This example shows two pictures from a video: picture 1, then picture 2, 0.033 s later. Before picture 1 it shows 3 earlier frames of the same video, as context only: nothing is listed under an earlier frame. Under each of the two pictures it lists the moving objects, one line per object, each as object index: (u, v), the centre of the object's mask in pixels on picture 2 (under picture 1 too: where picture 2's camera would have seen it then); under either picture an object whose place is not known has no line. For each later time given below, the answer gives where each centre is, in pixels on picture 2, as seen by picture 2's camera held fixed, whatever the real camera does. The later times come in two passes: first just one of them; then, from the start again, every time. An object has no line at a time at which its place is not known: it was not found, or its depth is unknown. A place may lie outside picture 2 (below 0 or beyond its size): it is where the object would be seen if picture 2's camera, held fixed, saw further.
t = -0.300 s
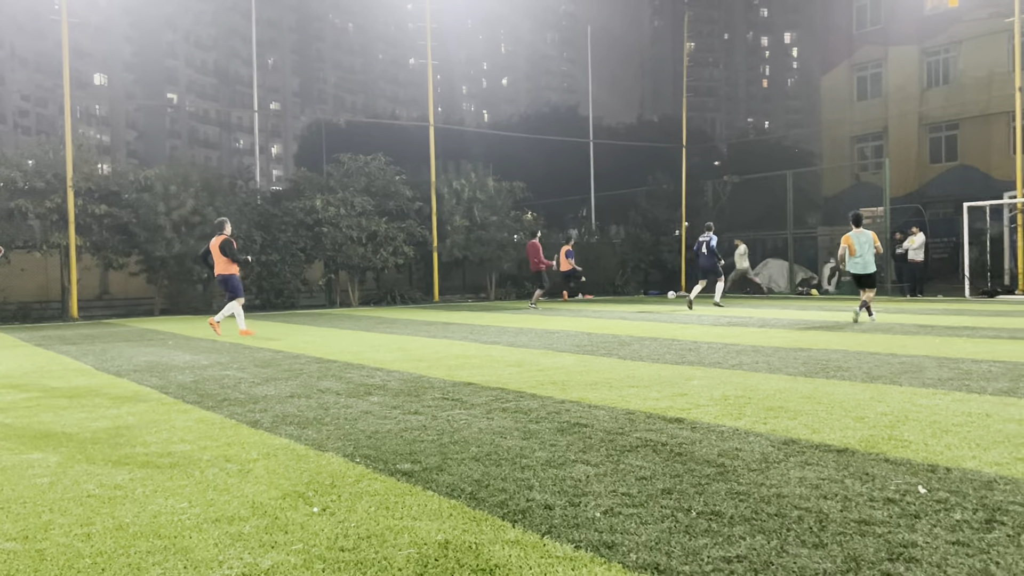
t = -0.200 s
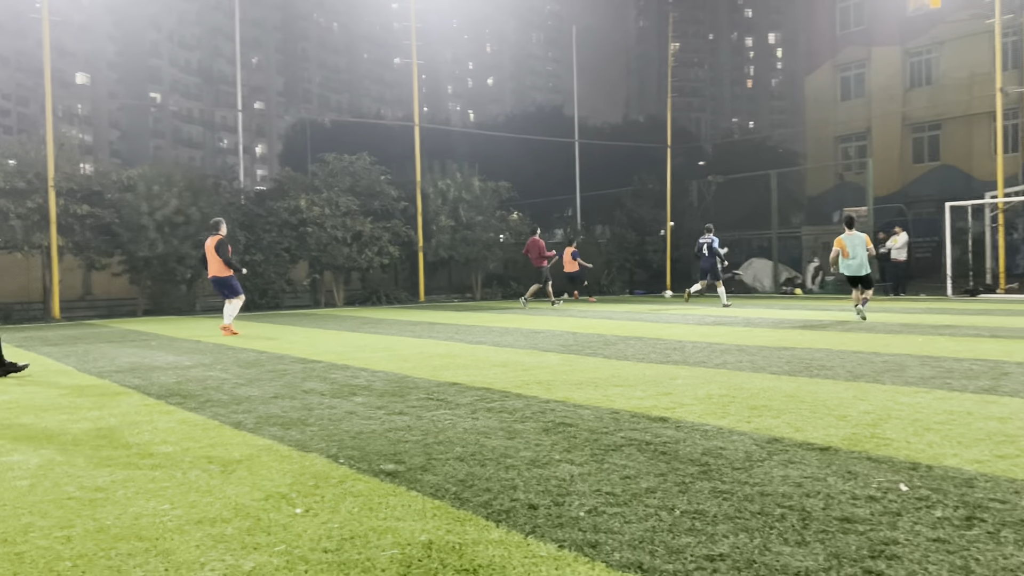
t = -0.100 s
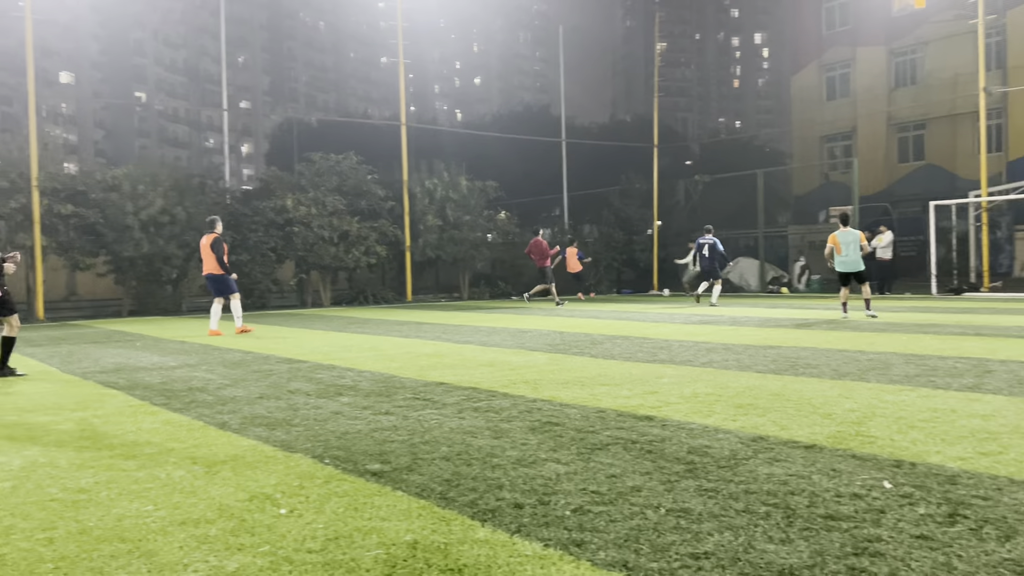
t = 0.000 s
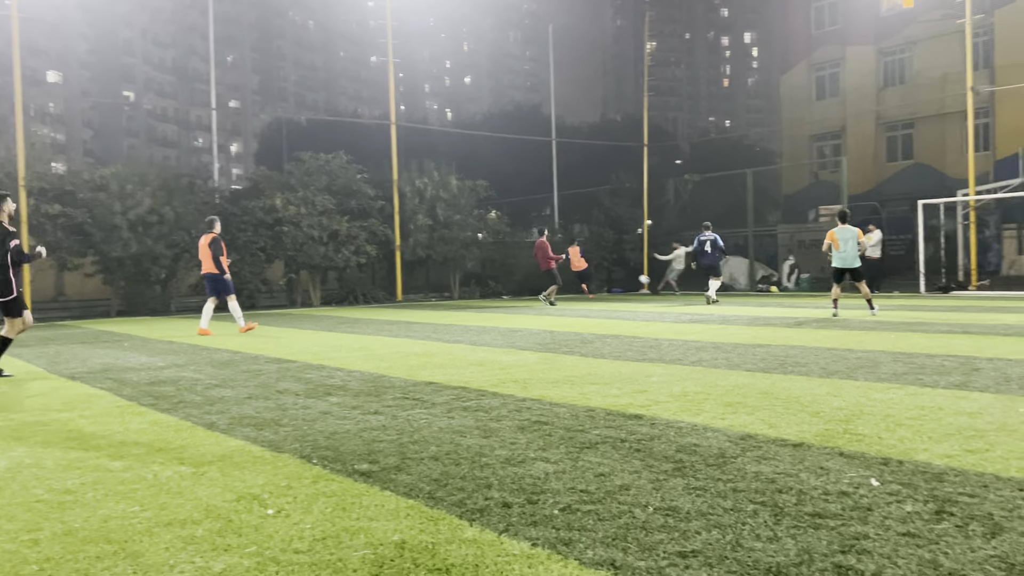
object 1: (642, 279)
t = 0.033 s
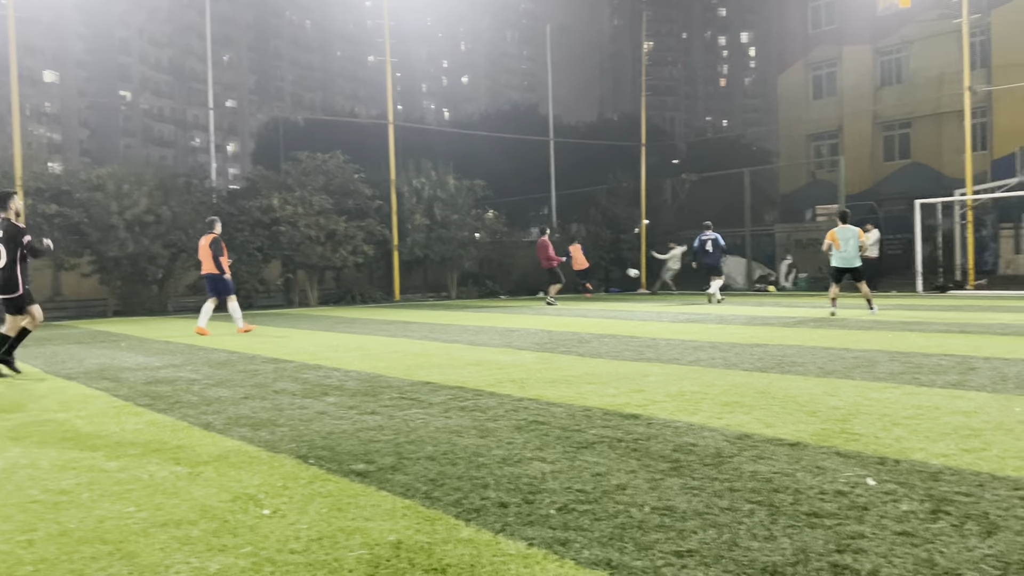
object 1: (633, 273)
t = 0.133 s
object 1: (605, 255)
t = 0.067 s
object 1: (623, 266)
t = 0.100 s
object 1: (614, 261)
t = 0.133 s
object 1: (605, 255)
